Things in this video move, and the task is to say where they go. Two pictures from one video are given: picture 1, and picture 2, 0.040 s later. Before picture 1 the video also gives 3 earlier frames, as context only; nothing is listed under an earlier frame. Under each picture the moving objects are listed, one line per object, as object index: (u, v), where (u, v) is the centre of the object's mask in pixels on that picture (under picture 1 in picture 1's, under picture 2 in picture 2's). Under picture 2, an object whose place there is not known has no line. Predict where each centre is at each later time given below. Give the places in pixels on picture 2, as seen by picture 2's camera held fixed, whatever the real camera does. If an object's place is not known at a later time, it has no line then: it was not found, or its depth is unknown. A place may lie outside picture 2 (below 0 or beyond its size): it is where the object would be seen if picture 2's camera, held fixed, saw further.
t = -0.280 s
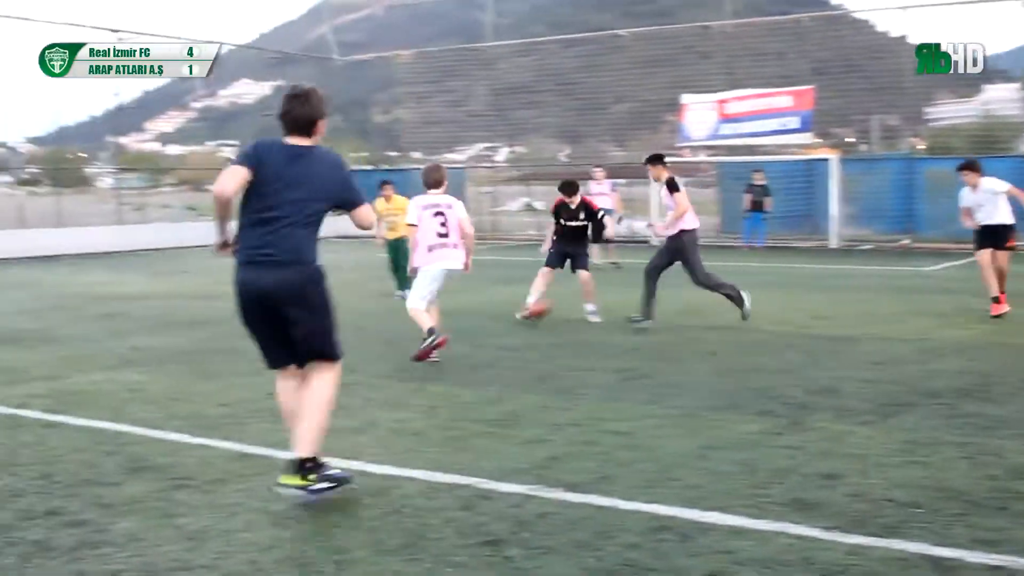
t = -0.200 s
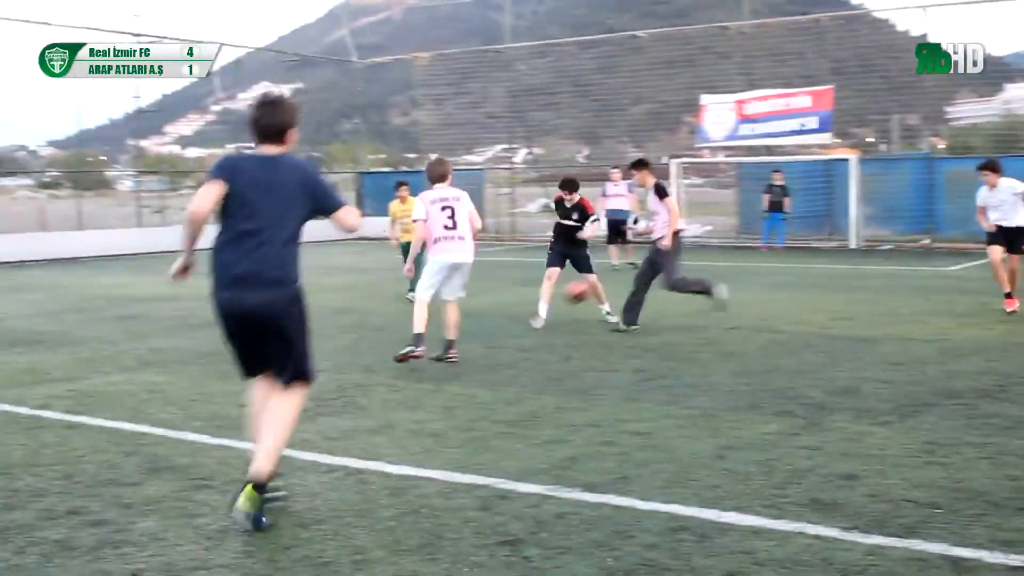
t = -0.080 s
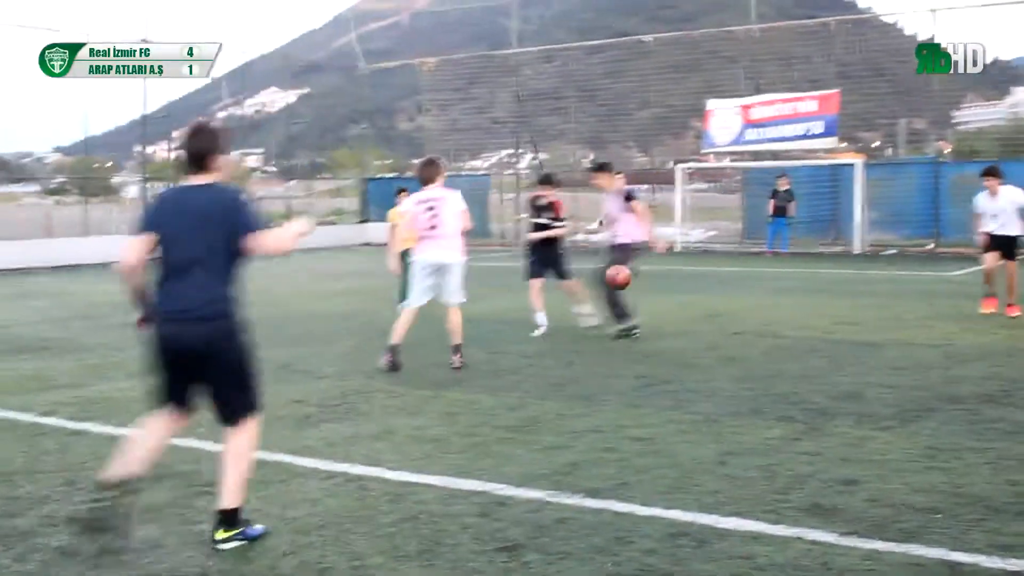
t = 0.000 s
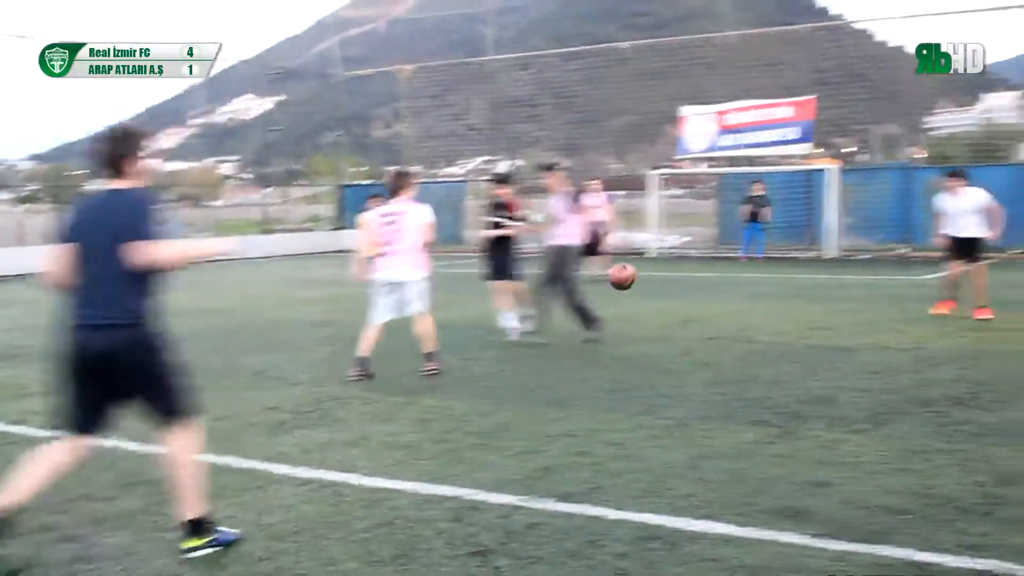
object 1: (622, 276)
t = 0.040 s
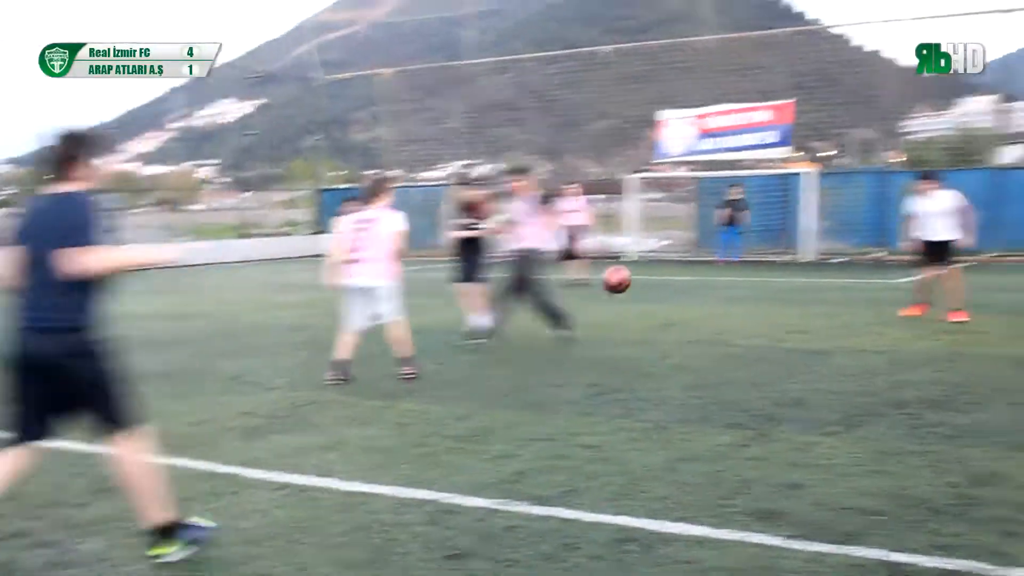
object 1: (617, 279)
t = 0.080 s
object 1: (629, 279)
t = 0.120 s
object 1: (641, 280)
